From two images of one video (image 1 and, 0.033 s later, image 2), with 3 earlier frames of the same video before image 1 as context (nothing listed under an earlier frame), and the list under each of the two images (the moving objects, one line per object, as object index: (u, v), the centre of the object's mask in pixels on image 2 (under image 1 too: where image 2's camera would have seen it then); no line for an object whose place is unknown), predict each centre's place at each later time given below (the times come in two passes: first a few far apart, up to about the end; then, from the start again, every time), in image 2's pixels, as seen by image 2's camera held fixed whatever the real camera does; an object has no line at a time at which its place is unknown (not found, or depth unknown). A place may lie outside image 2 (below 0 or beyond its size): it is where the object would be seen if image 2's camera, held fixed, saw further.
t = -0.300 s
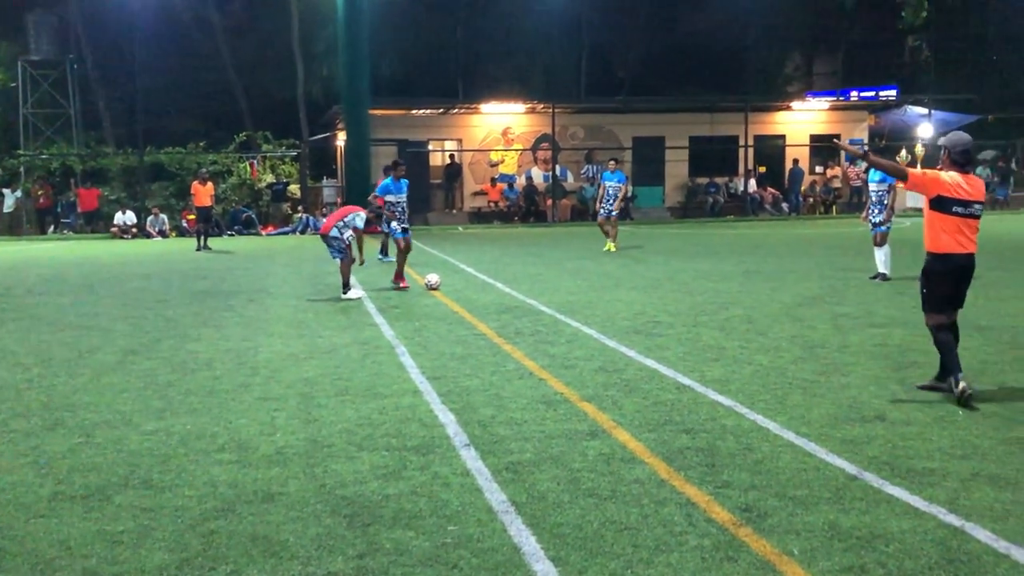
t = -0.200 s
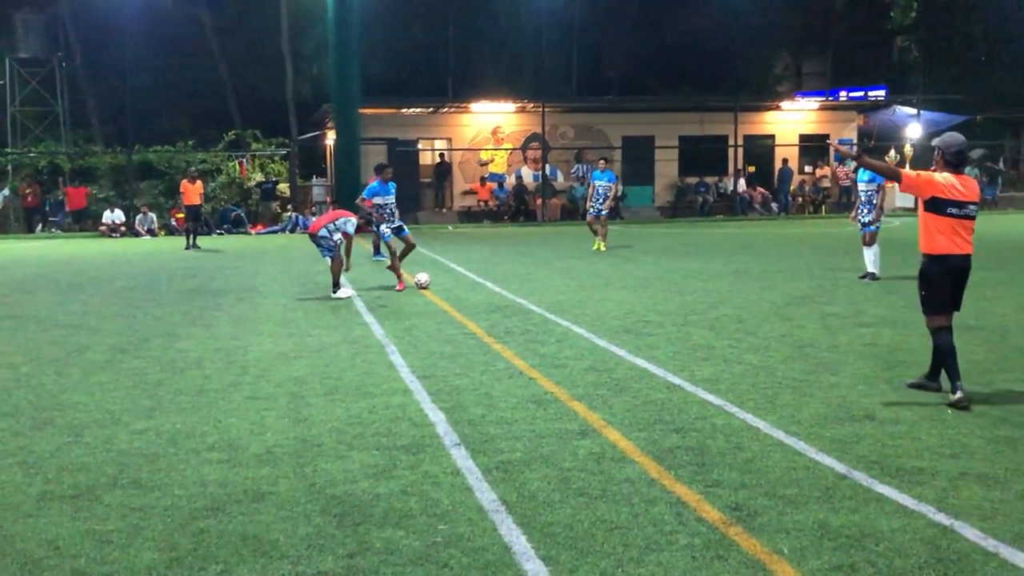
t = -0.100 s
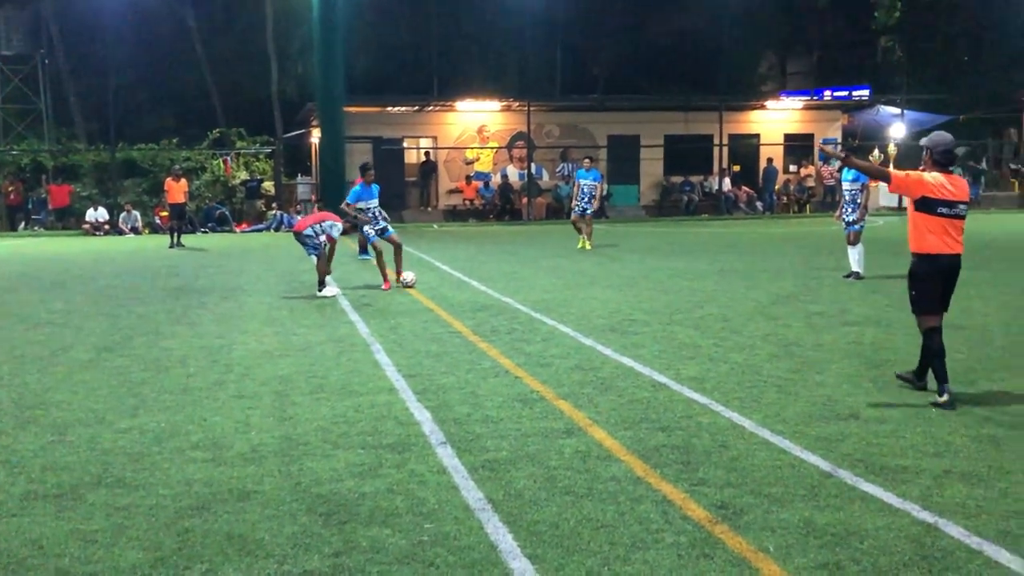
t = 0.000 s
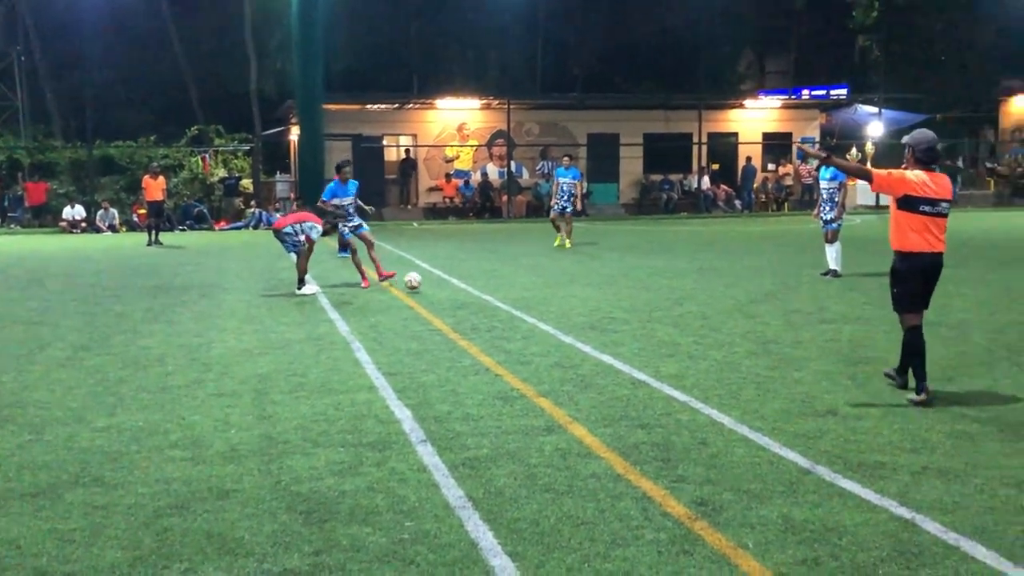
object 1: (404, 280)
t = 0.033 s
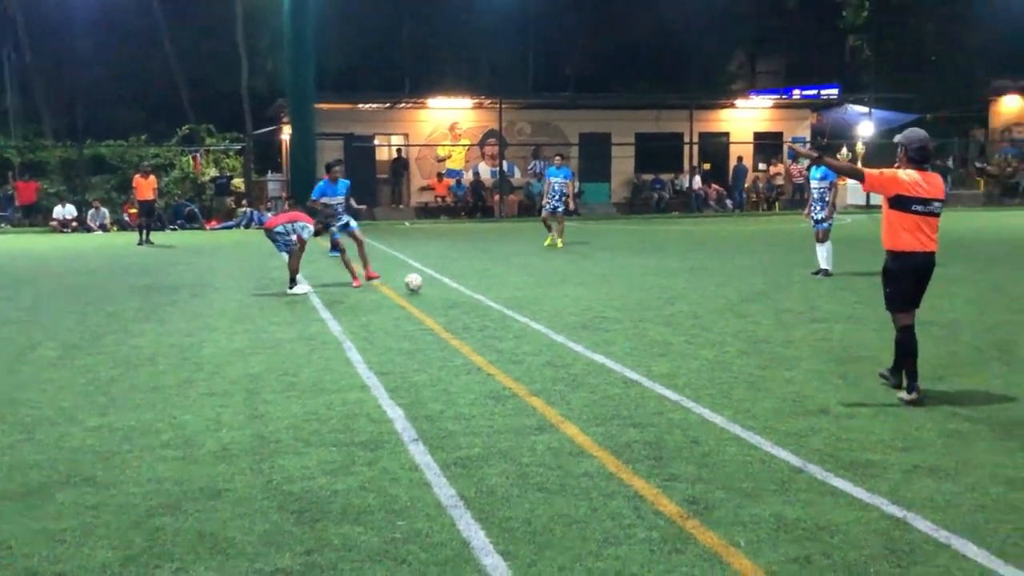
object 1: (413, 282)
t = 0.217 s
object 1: (468, 297)
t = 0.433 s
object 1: (542, 318)
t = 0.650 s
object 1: (622, 340)
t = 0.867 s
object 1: (707, 361)
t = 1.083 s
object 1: (803, 391)
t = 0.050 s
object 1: (418, 285)
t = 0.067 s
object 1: (422, 287)
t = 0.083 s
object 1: (428, 289)
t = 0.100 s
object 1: (432, 290)
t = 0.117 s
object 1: (437, 290)
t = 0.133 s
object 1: (442, 291)
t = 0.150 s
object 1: (447, 291)
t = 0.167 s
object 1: (452, 292)
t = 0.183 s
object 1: (458, 293)
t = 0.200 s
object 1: (463, 295)
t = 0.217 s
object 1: (468, 297)
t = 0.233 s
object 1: (474, 299)
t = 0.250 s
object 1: (479, 302)
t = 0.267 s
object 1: (484, 303)
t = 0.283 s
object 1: (490, 303)
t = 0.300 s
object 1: (495, 303)
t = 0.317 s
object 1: (500, 304)
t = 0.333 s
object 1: (506, 305)
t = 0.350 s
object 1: (511, 306)
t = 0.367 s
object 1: (517, 308)
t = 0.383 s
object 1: (524, 310)
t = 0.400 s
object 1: (529, 313)
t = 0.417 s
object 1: (535, 315)
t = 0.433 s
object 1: (542, 318)
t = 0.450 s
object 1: (547, 320)
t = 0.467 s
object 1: (553, 321)
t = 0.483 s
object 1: (560, 322)
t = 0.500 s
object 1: (566, 324)
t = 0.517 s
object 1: (572, 326)
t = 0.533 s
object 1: (579, 328)
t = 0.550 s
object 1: (585, 330)
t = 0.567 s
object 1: (591, 331)
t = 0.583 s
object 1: (597, 333)
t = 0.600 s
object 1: (604, 335)
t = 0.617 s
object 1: (610, 337)
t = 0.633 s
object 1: (616, 339)
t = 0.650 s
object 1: (622, 340)
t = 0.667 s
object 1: (629, 341)
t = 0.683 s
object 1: (635, 343)
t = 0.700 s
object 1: (642, 345)
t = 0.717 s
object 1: (649, 347)
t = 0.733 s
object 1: (654, 349)
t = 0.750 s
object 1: (661, 349)
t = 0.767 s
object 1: (667, 350)
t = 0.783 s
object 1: (674, 350)
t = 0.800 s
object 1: (680, 351)
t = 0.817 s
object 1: (686, 353)
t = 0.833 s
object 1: (693, 355)
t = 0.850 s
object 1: (700, 358)
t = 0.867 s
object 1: (707, 361)
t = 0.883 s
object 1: (714, 365)
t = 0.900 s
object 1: (721, 367)
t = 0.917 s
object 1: (727, 368)
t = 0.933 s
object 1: (734, 367)
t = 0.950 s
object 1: (742, 368)
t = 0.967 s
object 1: (749, 370)
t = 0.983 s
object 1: (756, 372)
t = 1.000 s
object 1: (764, 374)
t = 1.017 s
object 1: (772, 377)
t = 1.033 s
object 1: (779, 381)
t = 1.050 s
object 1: (787, 384)
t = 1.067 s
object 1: (795, 390)
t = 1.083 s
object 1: (803, 391)
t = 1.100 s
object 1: (811, 394)
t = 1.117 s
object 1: (820, 396)
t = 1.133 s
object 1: (828, 400)
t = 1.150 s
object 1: (837, 402)
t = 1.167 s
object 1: (845, 403)
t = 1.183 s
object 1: (854, 406)
